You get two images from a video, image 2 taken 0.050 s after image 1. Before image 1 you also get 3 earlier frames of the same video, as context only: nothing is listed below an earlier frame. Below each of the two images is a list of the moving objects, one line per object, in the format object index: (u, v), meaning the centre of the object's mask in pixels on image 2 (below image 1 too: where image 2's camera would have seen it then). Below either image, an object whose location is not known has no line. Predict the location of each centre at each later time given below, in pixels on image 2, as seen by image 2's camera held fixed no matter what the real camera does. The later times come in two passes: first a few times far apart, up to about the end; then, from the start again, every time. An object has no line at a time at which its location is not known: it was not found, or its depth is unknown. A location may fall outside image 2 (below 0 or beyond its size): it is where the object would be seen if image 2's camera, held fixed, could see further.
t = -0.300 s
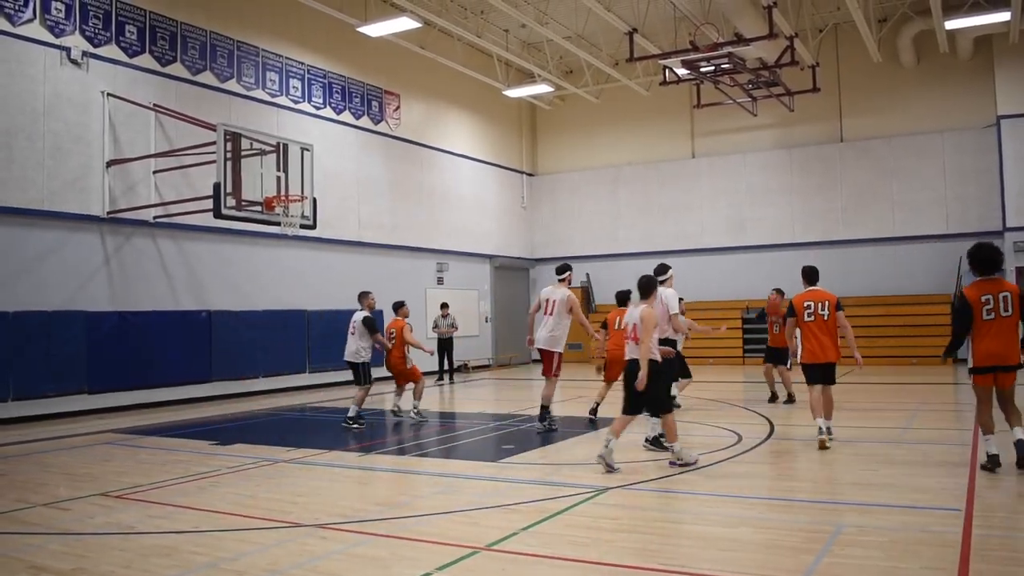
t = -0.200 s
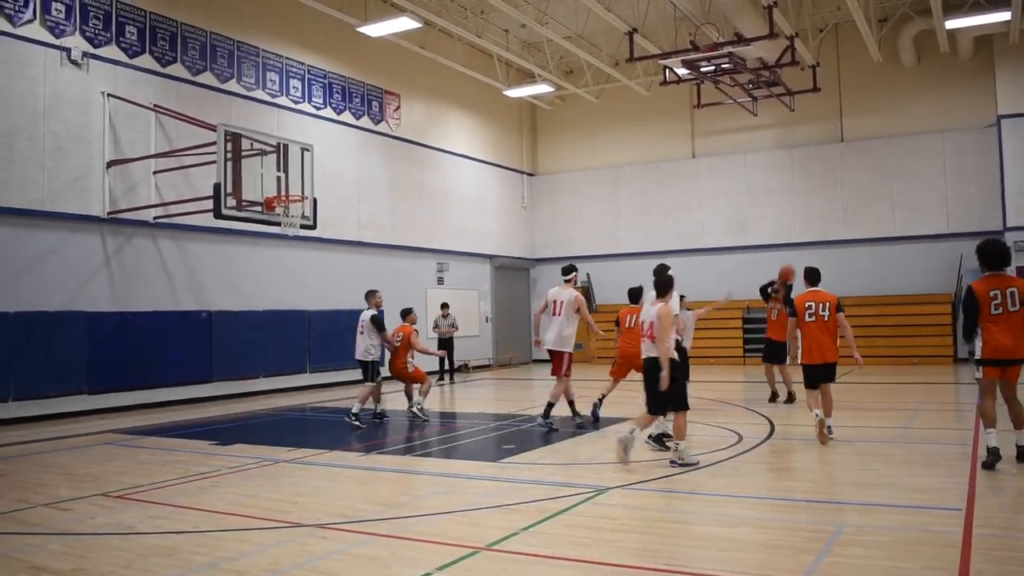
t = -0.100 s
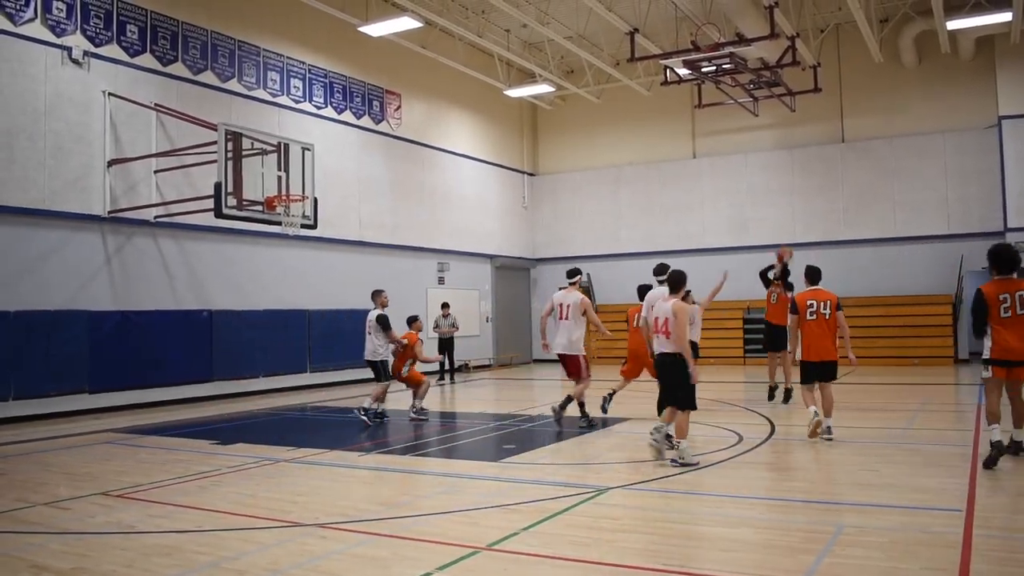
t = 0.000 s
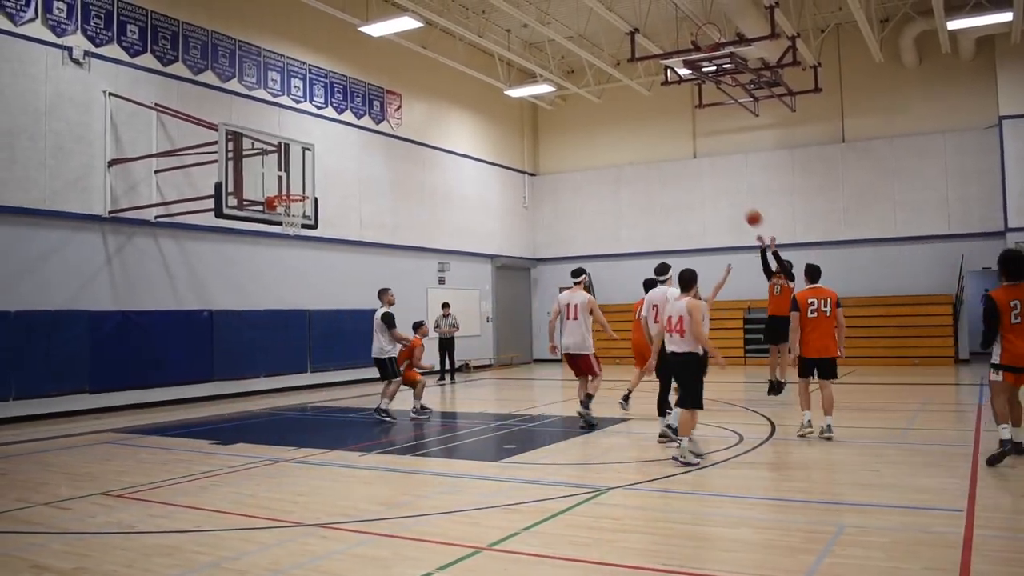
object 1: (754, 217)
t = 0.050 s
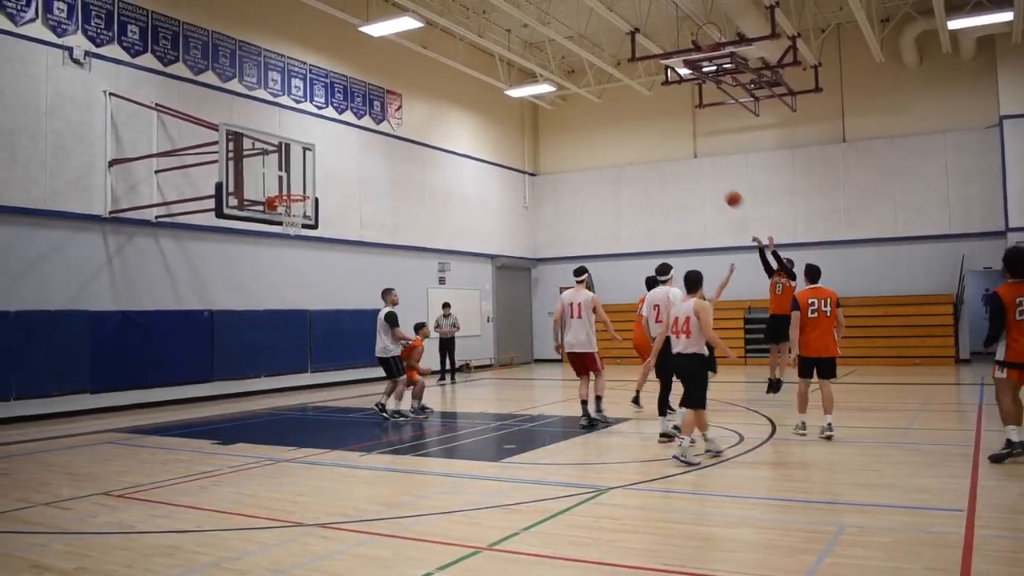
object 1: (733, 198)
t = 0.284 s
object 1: (636, 133)
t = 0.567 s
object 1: (518, 102)
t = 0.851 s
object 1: (404, 122)
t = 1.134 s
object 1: (293, 201)
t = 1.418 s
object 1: (283, 258)
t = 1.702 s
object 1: (285, 369)
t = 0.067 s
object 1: (726, 192)
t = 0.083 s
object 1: (719, 186)
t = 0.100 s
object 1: (712, 181)
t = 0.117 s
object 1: (705, 175)
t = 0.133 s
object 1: (698, 171)
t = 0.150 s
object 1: (691, 165)
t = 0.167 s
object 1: (684, 161)
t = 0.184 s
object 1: (677, 156)
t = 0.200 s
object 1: (670, 152)
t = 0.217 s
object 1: (663, 148)
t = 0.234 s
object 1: (657, 144)
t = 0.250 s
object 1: (650, 140)
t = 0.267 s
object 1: (642, 135)
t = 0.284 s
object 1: (636, 133)
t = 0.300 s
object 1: (628, 129)
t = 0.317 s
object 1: (622, 126)
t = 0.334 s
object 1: (615, 123)
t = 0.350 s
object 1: (608, 120)
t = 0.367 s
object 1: (601, 118)
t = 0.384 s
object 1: (594, 115)
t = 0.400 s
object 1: (587, 112)
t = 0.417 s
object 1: (580, 110)
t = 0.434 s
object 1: (574, 108)
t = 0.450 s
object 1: (567, 107)
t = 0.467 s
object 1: (560, 106)
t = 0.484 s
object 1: (553, 105)
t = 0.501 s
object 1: (547, 104)
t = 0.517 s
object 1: (539, 103)
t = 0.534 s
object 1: (533, 104)
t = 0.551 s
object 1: (525, 103)
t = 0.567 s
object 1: (518, 102)
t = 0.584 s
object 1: (511, 102)
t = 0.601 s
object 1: (505, 101)
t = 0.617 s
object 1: (498, 101)
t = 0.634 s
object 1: (491, 101)
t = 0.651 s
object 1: (485, 102)
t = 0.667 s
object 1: (478, 102)
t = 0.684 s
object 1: (472, 103)
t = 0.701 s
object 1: (465, 104)
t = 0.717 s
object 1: (458, 105)
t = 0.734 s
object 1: (451, 107)
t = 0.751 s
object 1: (444, 109)
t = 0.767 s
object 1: (437, 111)
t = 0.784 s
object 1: (431, 112)
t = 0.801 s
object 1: (424, 115)
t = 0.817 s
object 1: (417, 117)
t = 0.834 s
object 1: (411, 119)
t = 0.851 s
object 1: (404, 122)
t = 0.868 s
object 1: (397, 125)
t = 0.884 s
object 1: (390, 130)
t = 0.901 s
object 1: (384, 132)
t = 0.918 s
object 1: (378, 136)
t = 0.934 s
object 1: (370, 140)
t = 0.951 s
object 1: (363, 144)
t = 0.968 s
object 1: (357, 147)
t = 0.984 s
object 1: (350, 152)
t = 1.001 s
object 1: (343, 156)
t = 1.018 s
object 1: (337, 161)
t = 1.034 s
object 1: (330, 166)
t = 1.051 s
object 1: (324, 170)
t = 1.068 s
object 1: (317, 177)
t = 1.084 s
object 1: (310, 181)
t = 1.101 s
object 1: (304, 188)
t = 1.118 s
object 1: (297, 190)
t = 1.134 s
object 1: (293, 201)
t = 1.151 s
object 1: (286, 204)
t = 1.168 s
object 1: (284, 207)
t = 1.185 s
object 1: (283, 212)
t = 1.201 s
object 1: (283, 216)
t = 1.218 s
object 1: (282, 218)
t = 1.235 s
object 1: (282, 217)
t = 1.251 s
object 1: (281, 227)
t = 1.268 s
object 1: (282, 227)
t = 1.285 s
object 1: (282, 228)
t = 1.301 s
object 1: (282, 232)
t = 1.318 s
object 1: (282, 235)
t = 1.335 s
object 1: (282, 238)
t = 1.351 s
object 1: (282, 242)
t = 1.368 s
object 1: (282, 245)
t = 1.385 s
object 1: (283, 248)
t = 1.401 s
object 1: (283, 254)
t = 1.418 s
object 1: (283, 258)
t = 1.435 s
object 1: (283, 263)
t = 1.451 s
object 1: (284, 268)
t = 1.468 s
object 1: (284, 273)
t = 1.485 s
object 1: (284, 278)
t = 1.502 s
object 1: (284, 284)
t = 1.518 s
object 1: (284, 290)
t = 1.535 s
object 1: (285, 296)
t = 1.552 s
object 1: (285, 302)
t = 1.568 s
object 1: (285, 309)
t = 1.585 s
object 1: (285, 316)
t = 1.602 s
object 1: (285, 322)
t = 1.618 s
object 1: (285, 329)
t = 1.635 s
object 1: (285, 337)
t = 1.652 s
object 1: (285, 344)
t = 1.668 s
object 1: (285, 352)
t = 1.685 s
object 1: (286, 360)
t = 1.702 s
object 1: (285, 369)
